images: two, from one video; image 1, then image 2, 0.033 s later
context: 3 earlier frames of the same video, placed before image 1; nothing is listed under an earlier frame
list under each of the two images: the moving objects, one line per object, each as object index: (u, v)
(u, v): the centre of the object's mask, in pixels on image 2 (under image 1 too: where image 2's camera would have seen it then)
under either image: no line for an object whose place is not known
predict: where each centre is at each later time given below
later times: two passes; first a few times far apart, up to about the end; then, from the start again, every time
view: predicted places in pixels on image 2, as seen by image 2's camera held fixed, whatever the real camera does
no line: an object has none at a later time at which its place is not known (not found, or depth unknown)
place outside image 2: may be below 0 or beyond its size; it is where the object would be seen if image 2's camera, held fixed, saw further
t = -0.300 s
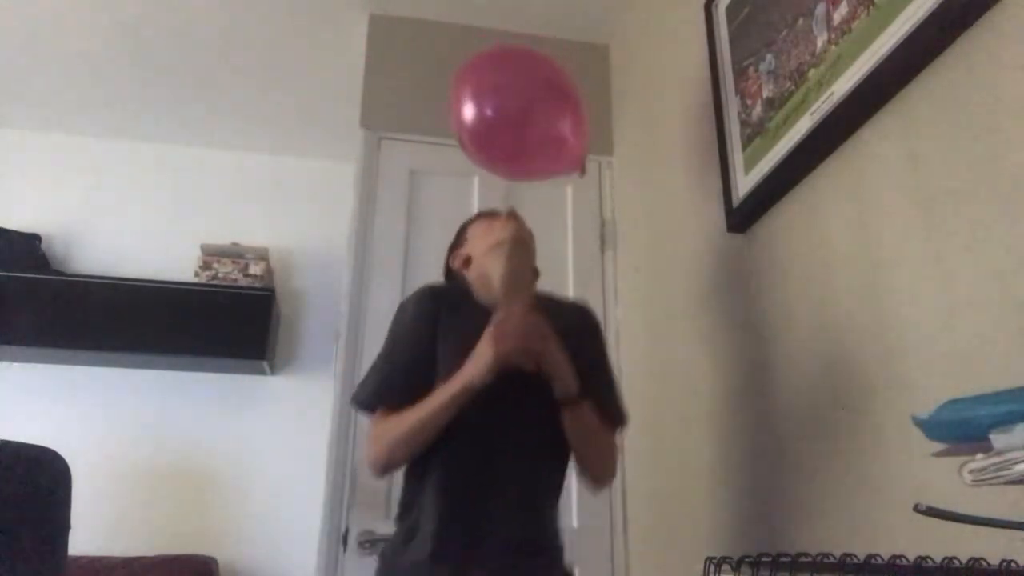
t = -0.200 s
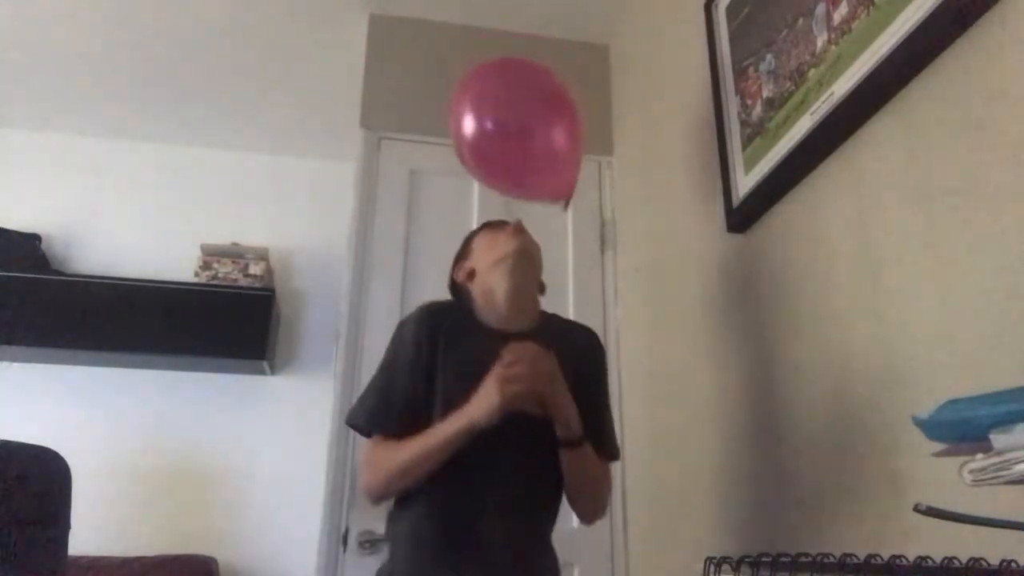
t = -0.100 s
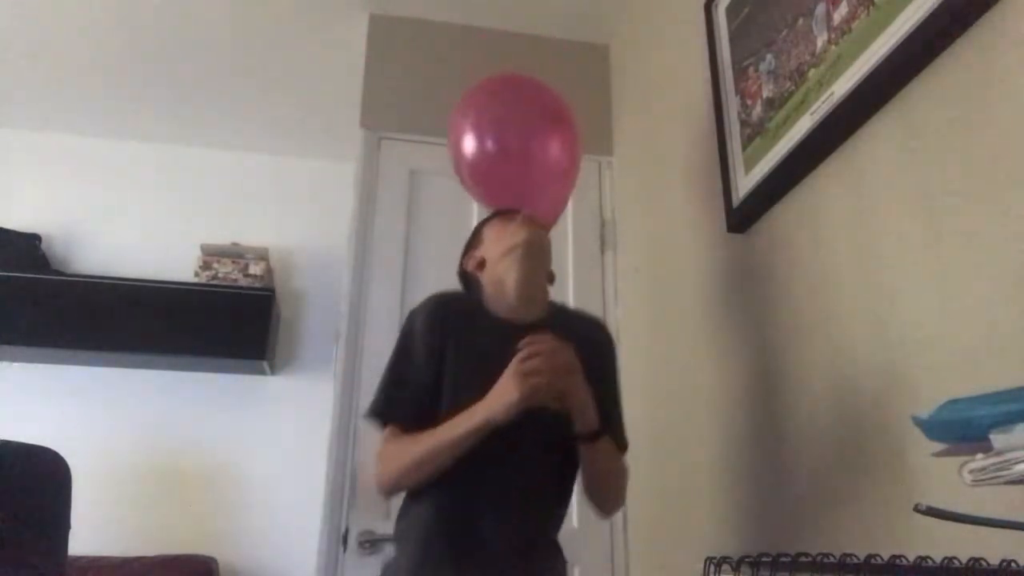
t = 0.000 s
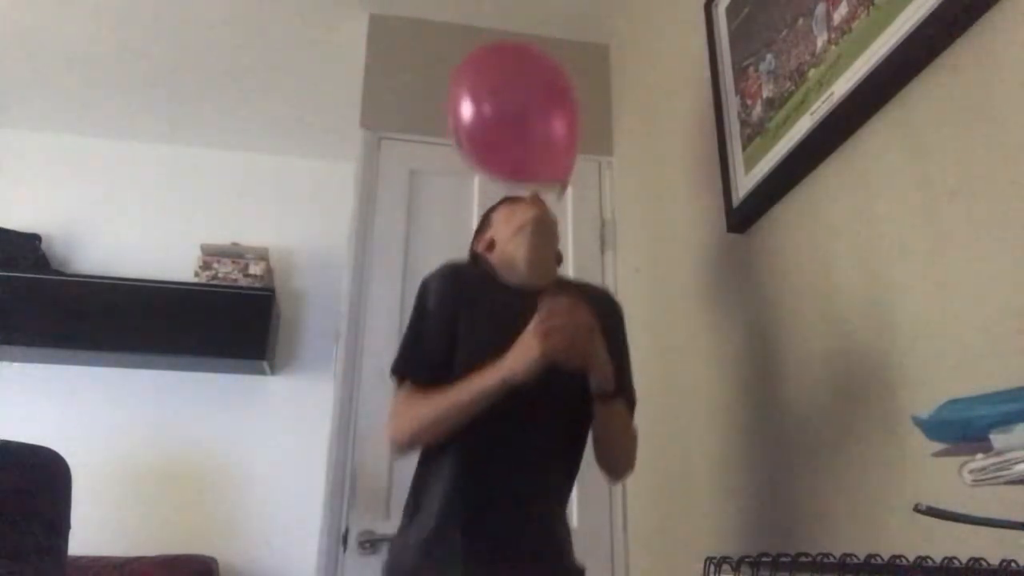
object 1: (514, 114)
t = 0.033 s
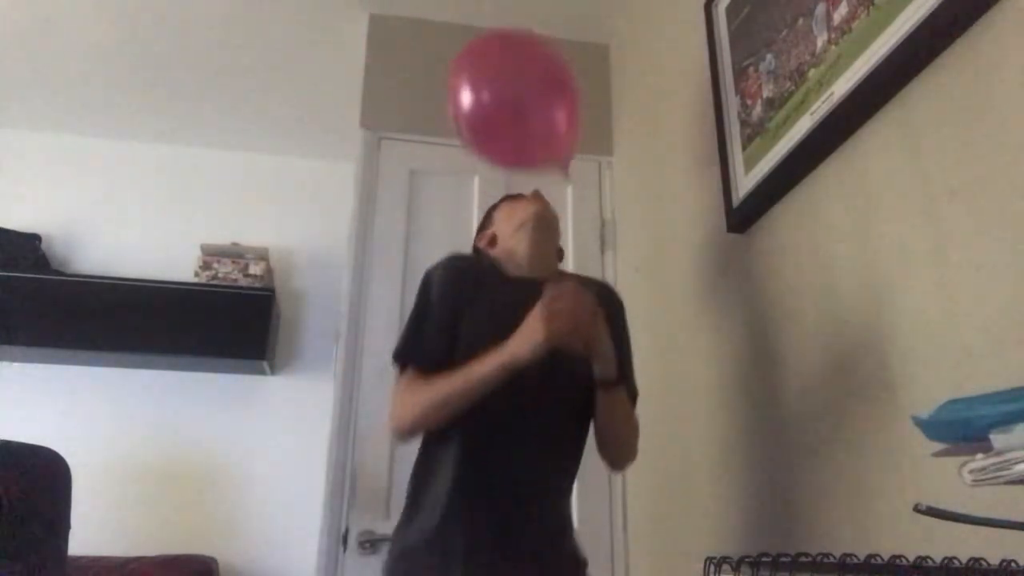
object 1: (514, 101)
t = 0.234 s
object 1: (516, 52)
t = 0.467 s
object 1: (523, 36)
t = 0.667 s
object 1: (531, 37)
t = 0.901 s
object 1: (535, 48)
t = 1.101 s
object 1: (539, 71)
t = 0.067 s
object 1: (514, 89)
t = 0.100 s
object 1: (514, 79)
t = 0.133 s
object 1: (514, 69)
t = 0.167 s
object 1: (514, 62)
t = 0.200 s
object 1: (515, 57)
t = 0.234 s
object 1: (516, 52)
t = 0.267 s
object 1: (517, 49)
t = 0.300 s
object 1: (518, 46)
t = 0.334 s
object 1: (519, 43)
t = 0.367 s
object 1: (520, 41)
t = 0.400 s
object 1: (521, 39)
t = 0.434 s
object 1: (522, 38)
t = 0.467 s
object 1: (523, 36)
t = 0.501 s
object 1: (524, 35)
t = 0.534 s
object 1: (525, 35)
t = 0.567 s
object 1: (526, 35)
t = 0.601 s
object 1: (528, 35)
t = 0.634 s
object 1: (530, 36)
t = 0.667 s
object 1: (531, 37)
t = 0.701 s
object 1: (533, 39)
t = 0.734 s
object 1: (533, 41)
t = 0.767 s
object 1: (534, 42)
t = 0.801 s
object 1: (534, 44)
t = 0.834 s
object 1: (535, 46)
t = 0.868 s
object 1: (535, 46)
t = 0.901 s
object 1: (535, 48)
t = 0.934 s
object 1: (536, 50)
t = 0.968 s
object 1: (537, 52)
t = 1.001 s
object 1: (538, 54)
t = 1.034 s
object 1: (538, 59)
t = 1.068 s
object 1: (539, 63)
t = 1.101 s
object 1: (539, 71)
